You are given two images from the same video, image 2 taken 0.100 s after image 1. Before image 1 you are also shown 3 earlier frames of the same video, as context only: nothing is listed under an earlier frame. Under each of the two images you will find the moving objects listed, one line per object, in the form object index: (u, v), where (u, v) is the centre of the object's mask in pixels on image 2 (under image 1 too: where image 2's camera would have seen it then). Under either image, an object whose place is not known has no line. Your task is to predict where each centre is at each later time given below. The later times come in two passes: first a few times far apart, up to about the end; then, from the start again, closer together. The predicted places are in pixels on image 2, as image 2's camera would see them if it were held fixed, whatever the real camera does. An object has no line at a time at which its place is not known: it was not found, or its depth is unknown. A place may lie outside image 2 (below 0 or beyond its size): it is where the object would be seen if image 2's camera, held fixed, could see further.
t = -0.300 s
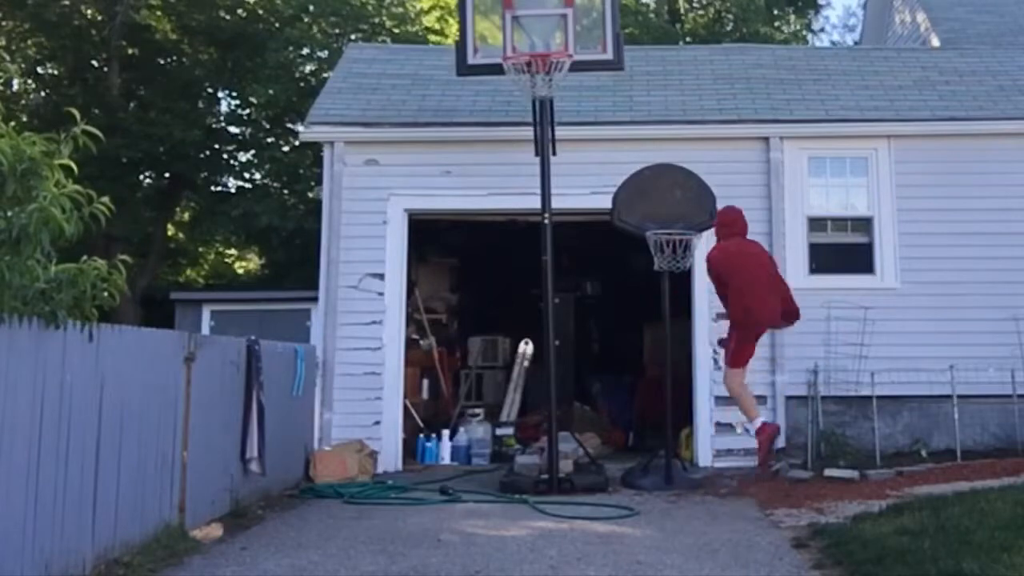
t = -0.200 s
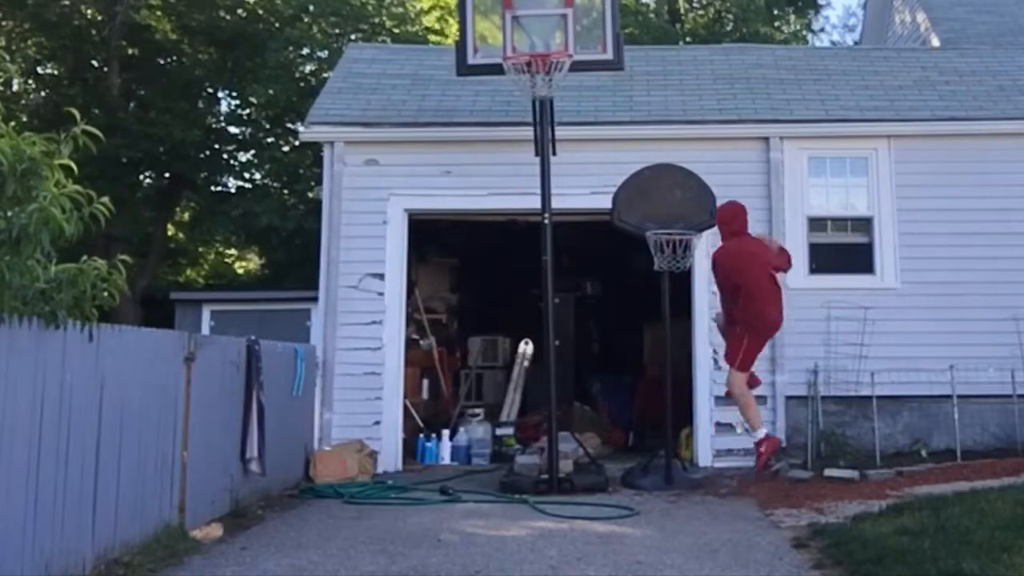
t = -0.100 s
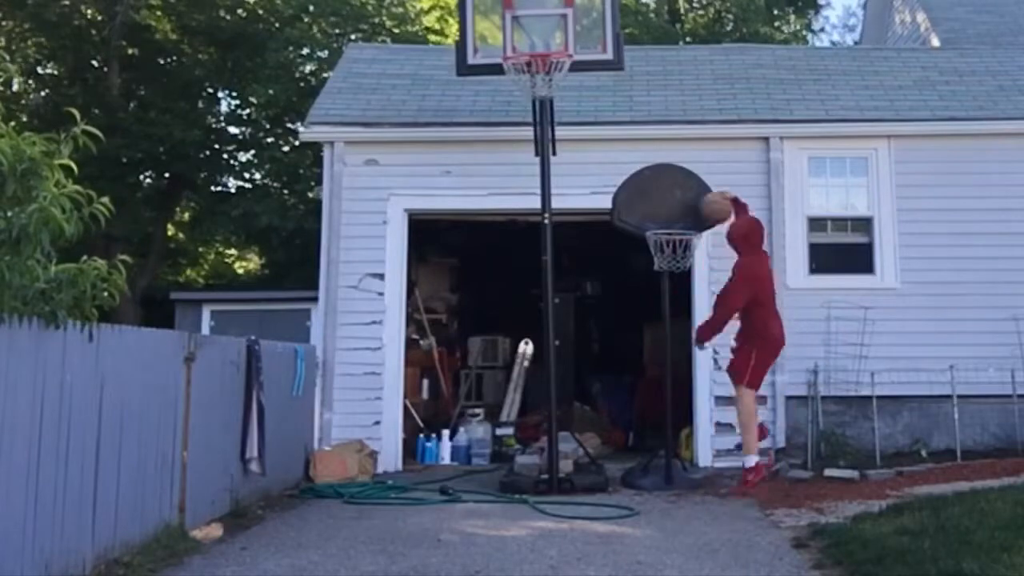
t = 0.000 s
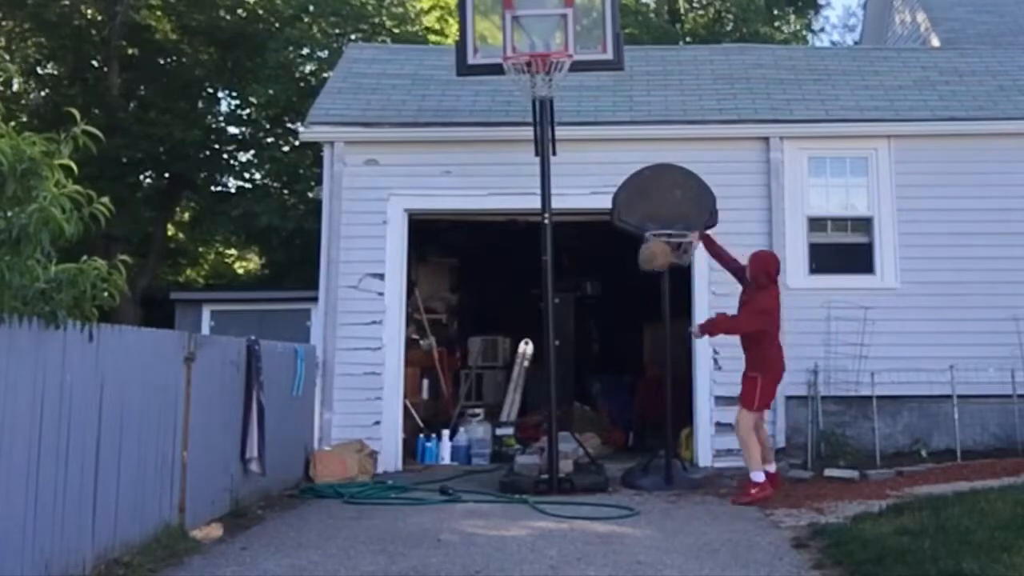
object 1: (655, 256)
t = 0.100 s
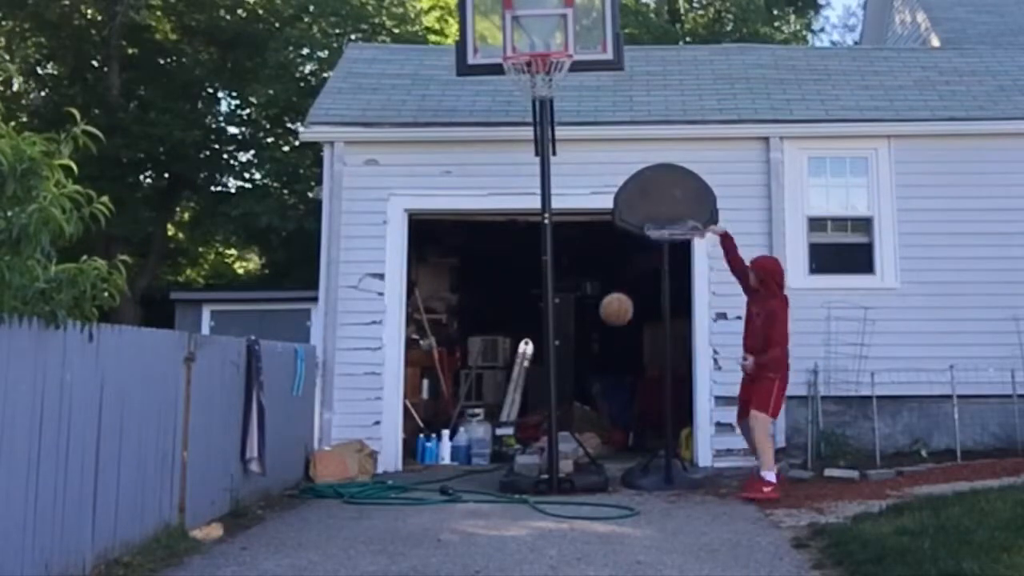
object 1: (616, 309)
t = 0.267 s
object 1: (548, 429)
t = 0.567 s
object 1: (547, 351)
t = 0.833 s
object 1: (570, 300)
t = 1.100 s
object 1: (593, 352)
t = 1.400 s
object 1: (619, 456)
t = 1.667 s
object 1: (640, 377)
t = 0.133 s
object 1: (603, 330)
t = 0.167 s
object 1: (590, 352)
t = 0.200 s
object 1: (576, 376)
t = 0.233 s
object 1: (563, 402)
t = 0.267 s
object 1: (548, 429)
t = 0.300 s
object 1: (533, 458)
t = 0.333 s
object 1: (524, 482)
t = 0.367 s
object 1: (528, 458)
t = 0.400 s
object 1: (531, 435)
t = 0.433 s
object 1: (534, 415)
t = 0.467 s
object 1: (538, 397)
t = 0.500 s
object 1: (541, 379)
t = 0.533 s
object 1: (544, 364)
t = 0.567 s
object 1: (547, 351)
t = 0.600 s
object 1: (550, 339)
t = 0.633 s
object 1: (553, 328)
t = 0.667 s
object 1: (556, 320)
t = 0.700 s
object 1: (559, 312)
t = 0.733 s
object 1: (562, 307)
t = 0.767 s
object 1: (565, 302)
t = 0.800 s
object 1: (567, 301)
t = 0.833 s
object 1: (570, 300)
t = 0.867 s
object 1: (573, 300)
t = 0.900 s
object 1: (576, 303)
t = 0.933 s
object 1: (579, 307)
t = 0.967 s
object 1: (582, 313)
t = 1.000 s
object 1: (584, 320)
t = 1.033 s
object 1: (587, 329)
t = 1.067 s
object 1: (590, 339)
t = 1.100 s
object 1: (593, 352)
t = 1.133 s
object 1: (596, 366)
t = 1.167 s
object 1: (599, 381)
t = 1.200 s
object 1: (602, 398)
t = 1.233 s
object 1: (605, 417)
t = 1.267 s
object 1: (610, 437)
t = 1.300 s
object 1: (612, 459)
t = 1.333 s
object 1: (614, 486)
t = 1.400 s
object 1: (619, 456)
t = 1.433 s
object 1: (622, 440)
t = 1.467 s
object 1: (624, 427)
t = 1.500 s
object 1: (627, 414)
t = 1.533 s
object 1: (630, 403)
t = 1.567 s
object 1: (633, 394)
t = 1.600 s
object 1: (635, 387)
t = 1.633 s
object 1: (638, 381)
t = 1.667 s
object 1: (640, 377)
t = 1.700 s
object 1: (643, 375)
